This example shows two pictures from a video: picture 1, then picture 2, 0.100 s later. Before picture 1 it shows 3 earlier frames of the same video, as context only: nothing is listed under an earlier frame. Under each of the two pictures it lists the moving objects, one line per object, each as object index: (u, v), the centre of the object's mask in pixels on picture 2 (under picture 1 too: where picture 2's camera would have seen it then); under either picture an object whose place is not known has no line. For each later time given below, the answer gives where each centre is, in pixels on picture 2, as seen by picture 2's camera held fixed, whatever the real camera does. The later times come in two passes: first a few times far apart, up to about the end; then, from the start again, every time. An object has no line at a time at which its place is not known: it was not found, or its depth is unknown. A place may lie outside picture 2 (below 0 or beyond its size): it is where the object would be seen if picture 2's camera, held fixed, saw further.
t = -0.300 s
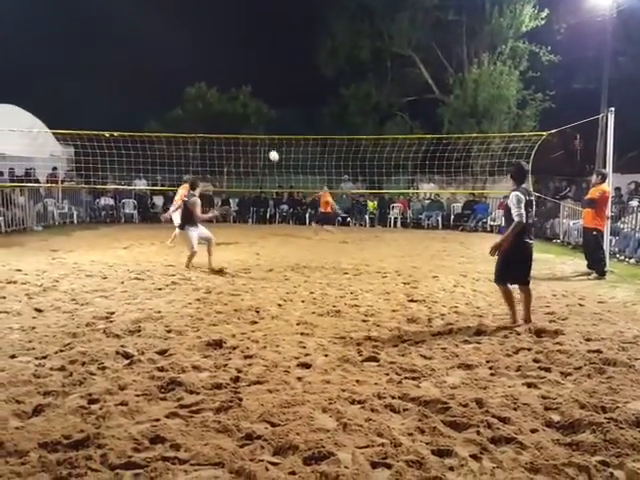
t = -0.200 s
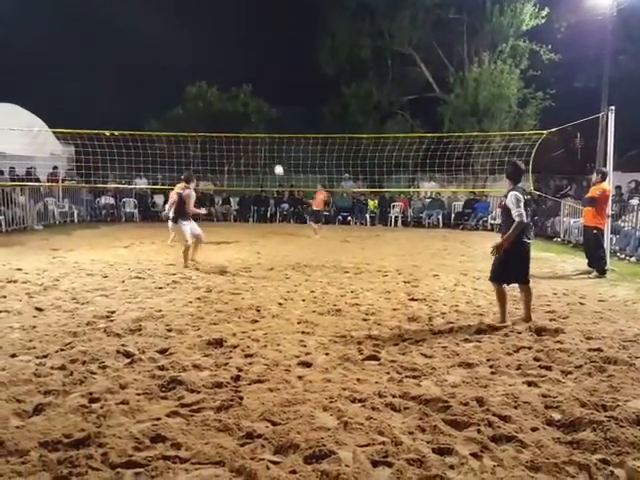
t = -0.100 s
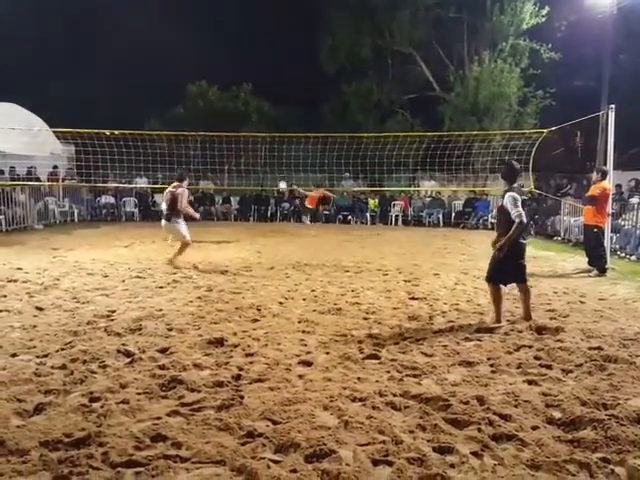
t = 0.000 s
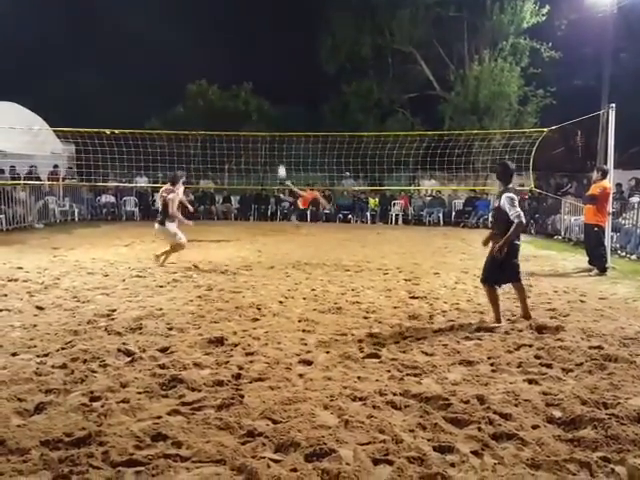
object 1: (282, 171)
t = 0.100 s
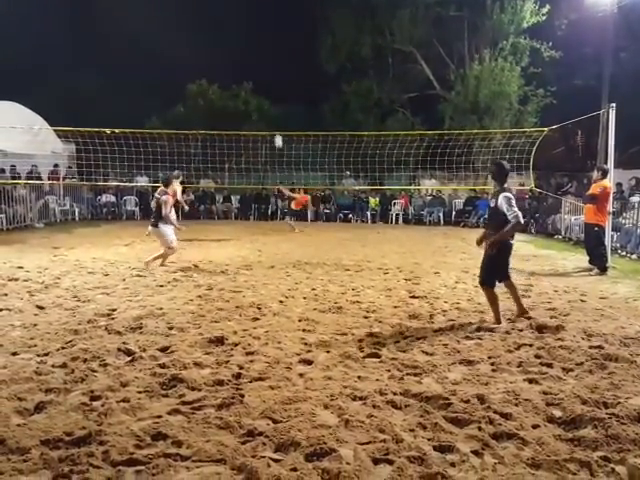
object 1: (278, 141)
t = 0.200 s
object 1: (274, 114)
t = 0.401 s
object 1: (268, 73)
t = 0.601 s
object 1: (263, 44)
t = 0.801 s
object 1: (256, 30)
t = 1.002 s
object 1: (249, 30)
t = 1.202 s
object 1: (242, 44)
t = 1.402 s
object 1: (236, 72)
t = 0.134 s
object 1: (277, 132)
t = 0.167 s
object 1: (275, 123)
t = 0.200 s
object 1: (274, 114)
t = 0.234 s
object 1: (273, 107)
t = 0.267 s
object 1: (272, 99)
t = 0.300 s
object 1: (271, 92)
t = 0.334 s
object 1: (270, 85)
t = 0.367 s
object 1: (269, 79)
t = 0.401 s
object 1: (268, 73)
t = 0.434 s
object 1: (267, 67)
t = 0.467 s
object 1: (267, 62)
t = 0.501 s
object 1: (265, 57)
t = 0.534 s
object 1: (264, 52)
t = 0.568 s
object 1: (264, 48)
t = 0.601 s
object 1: (263, 44)
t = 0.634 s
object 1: (262, 40)
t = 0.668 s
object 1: (261, 37)
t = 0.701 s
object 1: (260, 35)
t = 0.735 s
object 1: (258, 32)
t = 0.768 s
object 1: (257, 31)
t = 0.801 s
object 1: (256, 30)
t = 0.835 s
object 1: (255, 28)
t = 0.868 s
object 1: (253, 28)
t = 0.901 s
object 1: (252, 28)
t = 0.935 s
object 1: (251, 28)
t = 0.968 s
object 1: (250, 28)
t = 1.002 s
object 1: (249, 30)
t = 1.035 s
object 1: (248, 31)
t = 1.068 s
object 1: (247, 33)
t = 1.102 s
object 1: (246, 35)
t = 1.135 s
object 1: (245, 38)
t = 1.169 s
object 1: (243, 40)
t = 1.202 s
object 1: (242, 44)
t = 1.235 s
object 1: (241, 48)
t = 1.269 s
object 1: (240, 52)
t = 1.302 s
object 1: (239, 56)
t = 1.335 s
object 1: (238, 61)
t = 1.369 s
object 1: (238, 67)
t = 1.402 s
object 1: (236, 72)
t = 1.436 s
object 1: (235, 78)
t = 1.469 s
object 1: (234, 85)
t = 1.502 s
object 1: (234, 91)
